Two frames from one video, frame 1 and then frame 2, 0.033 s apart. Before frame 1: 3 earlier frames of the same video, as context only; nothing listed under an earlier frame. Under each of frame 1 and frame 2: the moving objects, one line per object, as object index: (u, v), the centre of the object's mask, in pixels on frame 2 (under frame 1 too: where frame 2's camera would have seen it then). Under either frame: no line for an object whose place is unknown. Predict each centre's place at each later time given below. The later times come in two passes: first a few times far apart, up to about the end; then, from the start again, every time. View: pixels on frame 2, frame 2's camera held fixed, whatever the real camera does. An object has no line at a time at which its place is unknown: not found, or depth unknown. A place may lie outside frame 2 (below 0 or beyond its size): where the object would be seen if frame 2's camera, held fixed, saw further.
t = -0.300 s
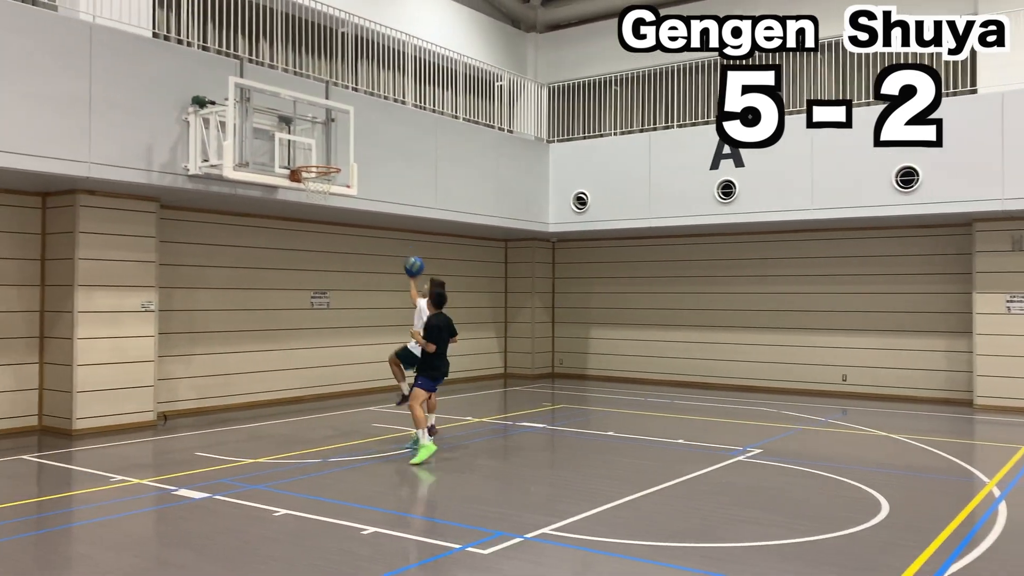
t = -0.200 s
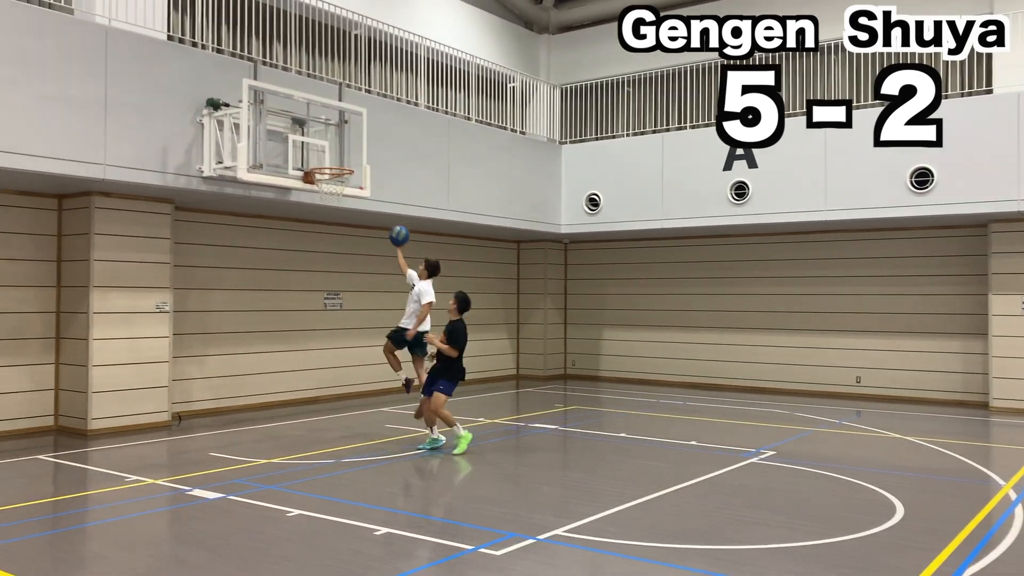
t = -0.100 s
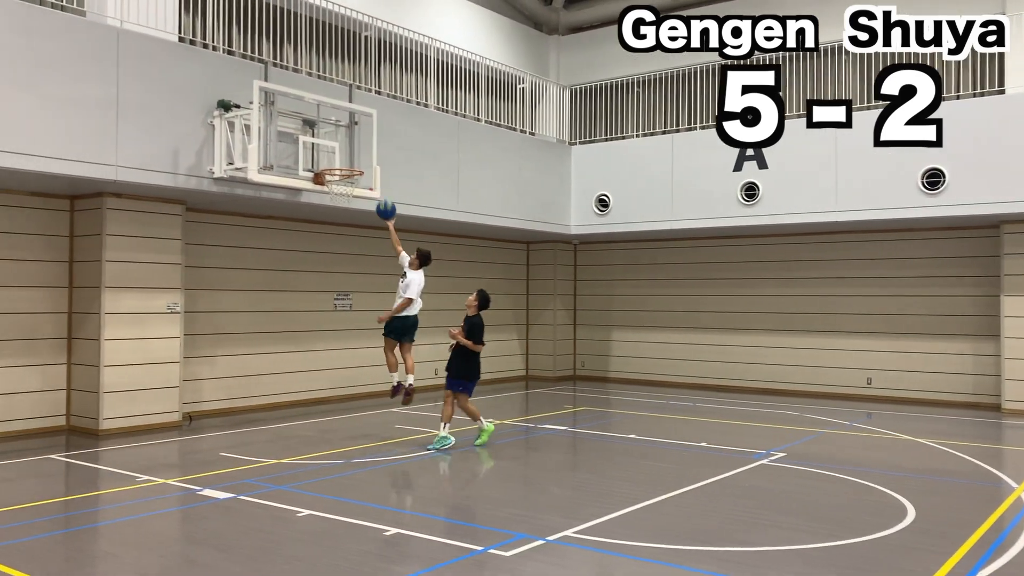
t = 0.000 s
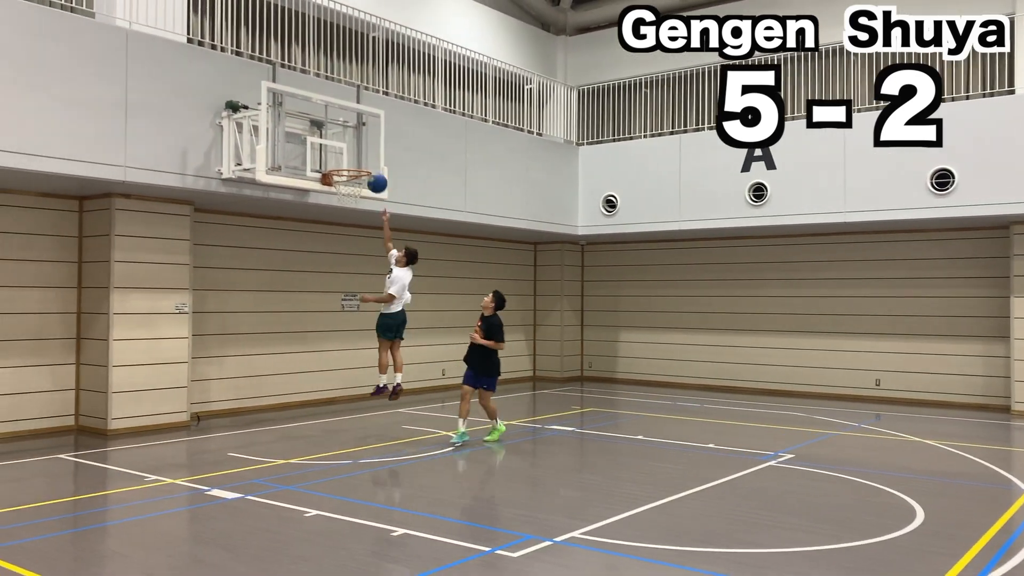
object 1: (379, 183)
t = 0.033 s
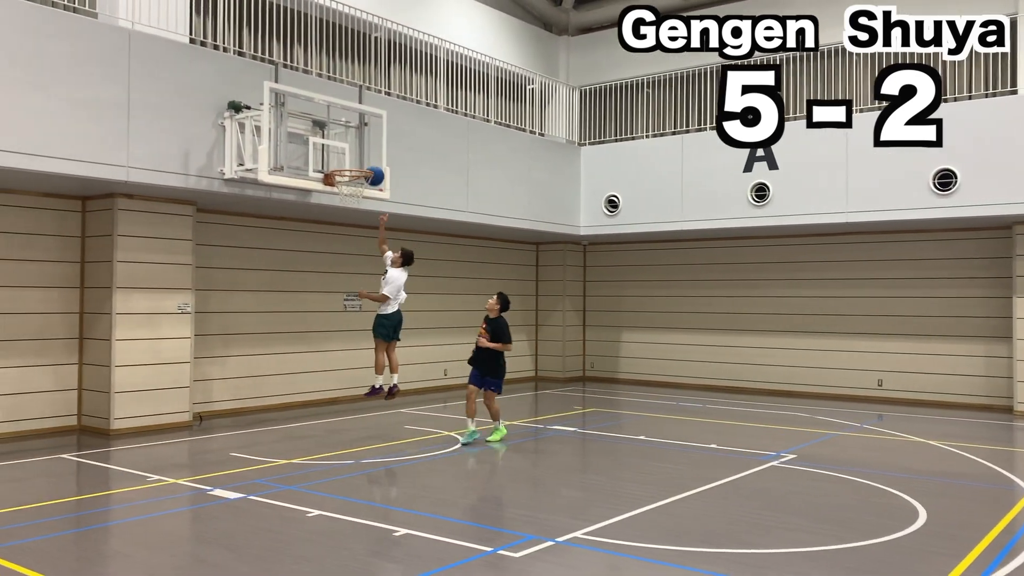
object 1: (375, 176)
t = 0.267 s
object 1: (356, 148)
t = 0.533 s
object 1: (360, 168)
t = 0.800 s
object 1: (345, 188)
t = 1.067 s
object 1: (355, 205)
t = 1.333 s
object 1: (354, 266)
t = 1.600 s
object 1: (353, 393)
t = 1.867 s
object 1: (349, 365)
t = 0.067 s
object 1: (370, 167)
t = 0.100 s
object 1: (363, 162)
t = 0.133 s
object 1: (358, 159)
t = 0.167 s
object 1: (355, 155)
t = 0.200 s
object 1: (356, 152)
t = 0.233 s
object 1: (356, 149)
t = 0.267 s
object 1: (356, 148)
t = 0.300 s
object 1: (357, 147)
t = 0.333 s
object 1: (357, 147)
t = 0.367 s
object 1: (358, 148)
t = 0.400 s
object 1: (358, 150)
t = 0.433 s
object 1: (359, 153)
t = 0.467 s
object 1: (359, 158)
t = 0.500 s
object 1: (360, 161)
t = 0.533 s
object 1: (360, 168)
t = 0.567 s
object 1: (356, 171)
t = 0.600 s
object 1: (352, 176)
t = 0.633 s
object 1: (346, 181)
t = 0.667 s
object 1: (342, 185)
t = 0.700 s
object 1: (340, 185)
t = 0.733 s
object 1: (340, 185)
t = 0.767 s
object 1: (343, 186)
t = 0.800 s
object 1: (345, 188)
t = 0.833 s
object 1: (348, 189)
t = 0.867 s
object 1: (349, 191)
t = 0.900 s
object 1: (352, 193)
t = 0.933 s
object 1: (353, 195)
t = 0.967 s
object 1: (354, 196)
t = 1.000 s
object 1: (355, 198)
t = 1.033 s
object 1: (355, 201)
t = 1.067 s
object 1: (355, 205)
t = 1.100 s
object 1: (354, 209)
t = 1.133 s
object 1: (355, 214)
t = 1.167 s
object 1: (354, 220)
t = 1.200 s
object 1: (354, 228)
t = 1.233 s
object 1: (354, 236)
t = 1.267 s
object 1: (354, 245)
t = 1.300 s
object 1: (354, 255)
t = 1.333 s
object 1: (354, 266)
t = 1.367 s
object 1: (353, 278)
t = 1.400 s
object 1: (353, 291)
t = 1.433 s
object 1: (353, 306)
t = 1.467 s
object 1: (353, 321)
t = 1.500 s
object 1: (353, 338)
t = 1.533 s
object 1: (353, 355)
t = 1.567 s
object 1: (353, 374)
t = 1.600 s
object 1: (353, 393)
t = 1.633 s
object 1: (353, 413)
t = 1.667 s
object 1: (352, 435)
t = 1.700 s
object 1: (352, 427)
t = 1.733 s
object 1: (351, 413)
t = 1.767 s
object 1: (351, 399)
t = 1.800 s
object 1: (350, 386)
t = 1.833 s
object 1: (350, 375)
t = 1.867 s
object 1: (349, 365)
